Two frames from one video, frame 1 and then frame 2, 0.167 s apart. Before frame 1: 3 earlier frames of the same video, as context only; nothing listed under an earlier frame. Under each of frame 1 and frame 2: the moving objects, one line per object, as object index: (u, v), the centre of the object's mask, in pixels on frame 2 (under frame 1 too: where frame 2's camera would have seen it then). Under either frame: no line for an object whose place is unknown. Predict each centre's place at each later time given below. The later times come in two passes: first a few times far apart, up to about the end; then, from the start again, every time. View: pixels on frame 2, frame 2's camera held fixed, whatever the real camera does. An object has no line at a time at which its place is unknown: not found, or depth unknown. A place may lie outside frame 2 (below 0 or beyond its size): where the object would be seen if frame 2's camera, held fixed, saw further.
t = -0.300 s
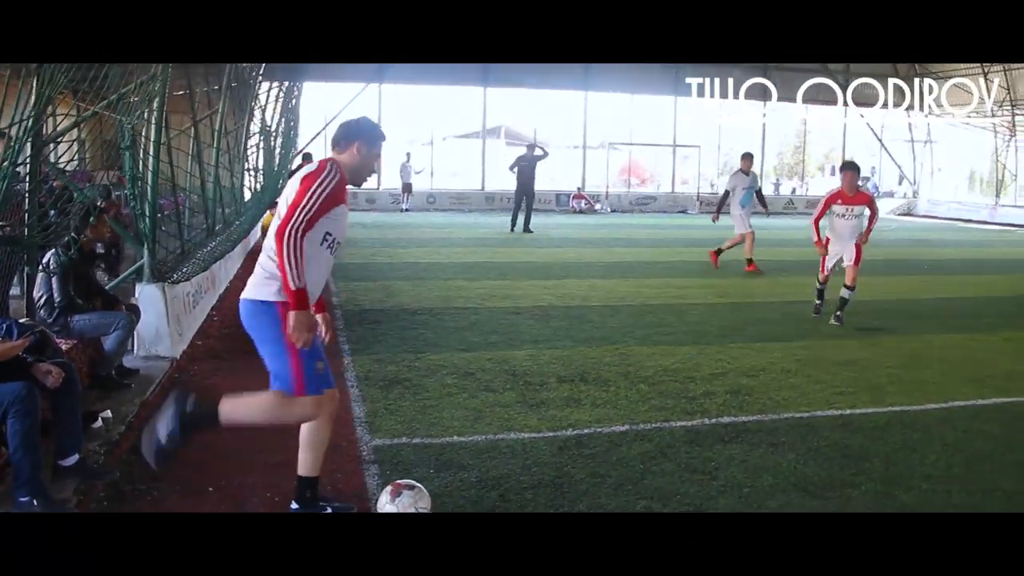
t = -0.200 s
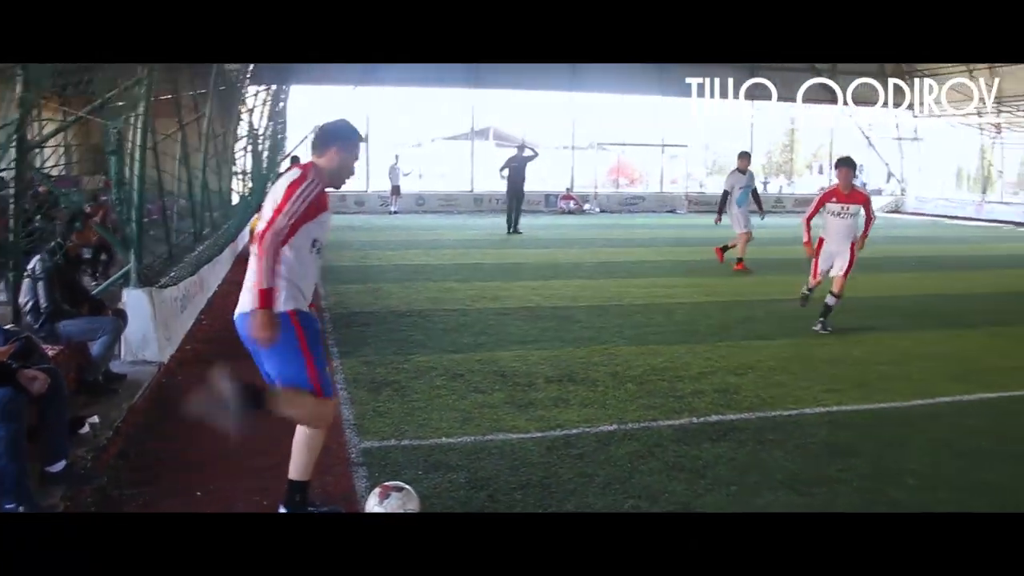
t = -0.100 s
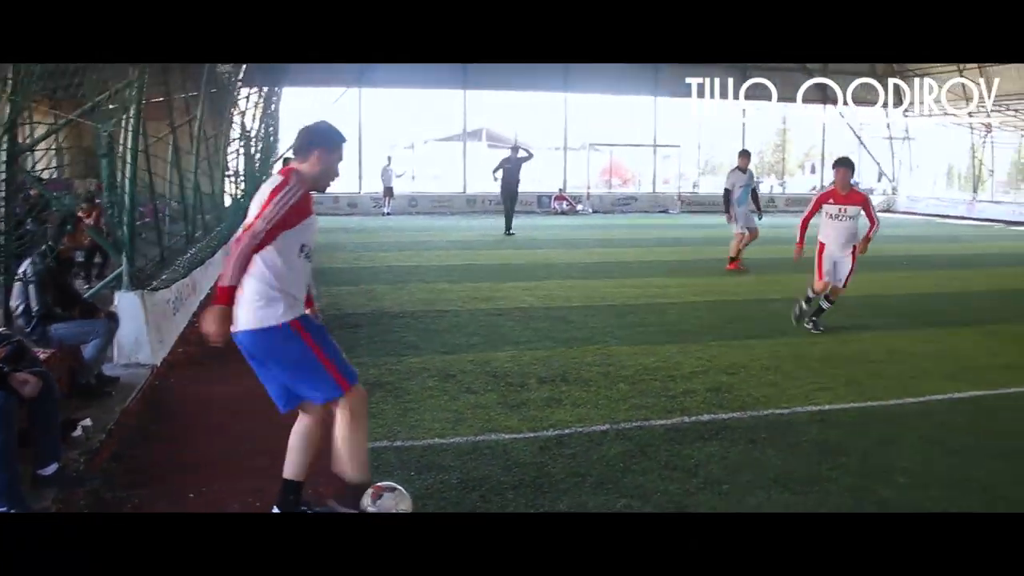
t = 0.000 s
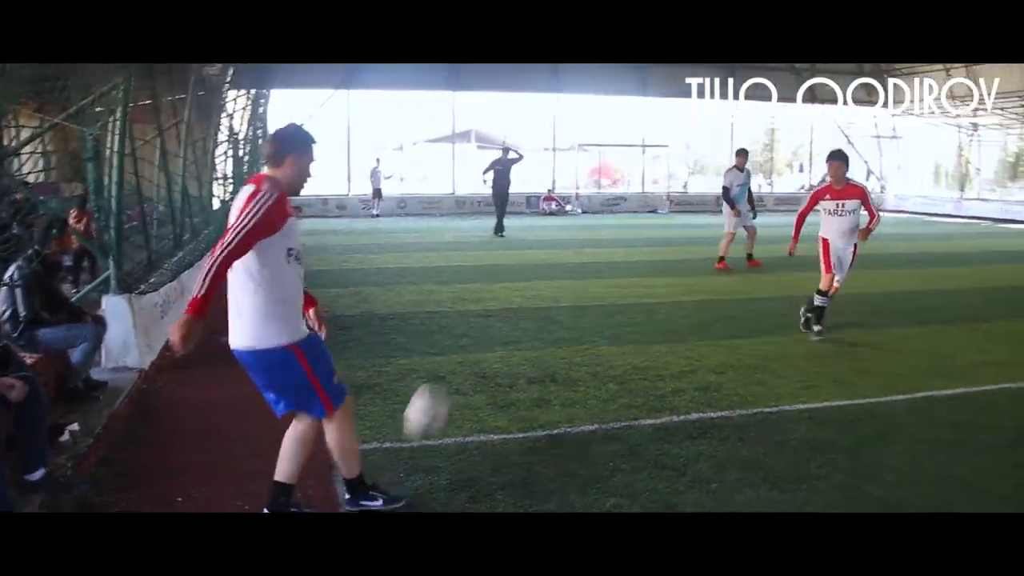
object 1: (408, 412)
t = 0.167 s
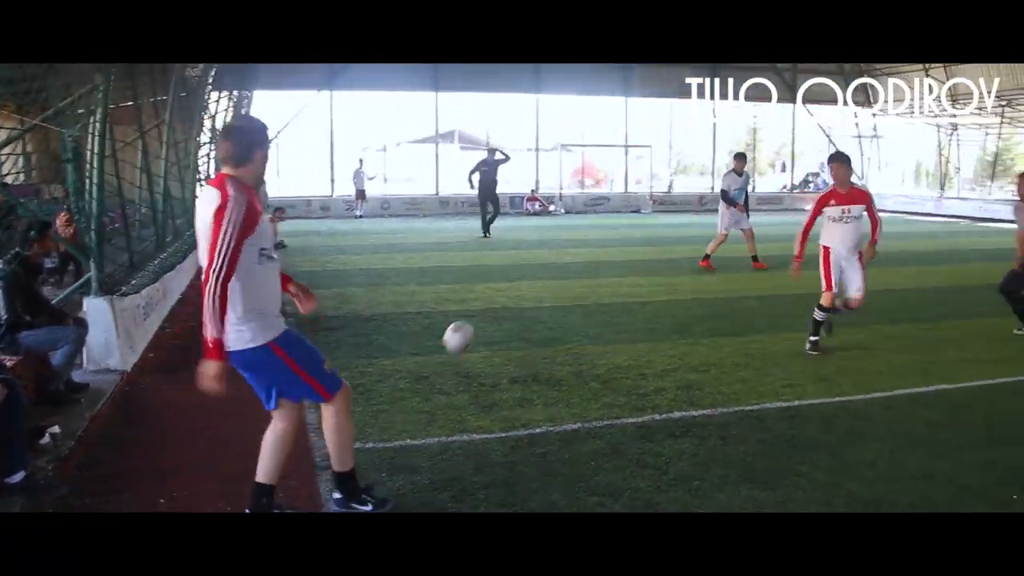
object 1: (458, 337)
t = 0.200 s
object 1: (464, 331)
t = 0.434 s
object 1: (486, 288)
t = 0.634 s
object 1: (495, 273)
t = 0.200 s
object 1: (464, 331)
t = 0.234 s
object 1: (469, 327)
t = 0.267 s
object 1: (474, 322)
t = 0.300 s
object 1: (477, 312)
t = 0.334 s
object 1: (479, 303)
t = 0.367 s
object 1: (482, 297)
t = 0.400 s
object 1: (485, 292)
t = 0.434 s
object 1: (486, 288)
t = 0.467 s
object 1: (488, 285)
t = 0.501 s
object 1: (490, 284)
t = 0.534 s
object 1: (491, 284)
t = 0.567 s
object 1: (493, 282)
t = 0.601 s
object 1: (494, 276)
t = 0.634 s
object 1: (495, 273)
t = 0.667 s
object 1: (496, 270)
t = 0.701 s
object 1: (497, 269)
